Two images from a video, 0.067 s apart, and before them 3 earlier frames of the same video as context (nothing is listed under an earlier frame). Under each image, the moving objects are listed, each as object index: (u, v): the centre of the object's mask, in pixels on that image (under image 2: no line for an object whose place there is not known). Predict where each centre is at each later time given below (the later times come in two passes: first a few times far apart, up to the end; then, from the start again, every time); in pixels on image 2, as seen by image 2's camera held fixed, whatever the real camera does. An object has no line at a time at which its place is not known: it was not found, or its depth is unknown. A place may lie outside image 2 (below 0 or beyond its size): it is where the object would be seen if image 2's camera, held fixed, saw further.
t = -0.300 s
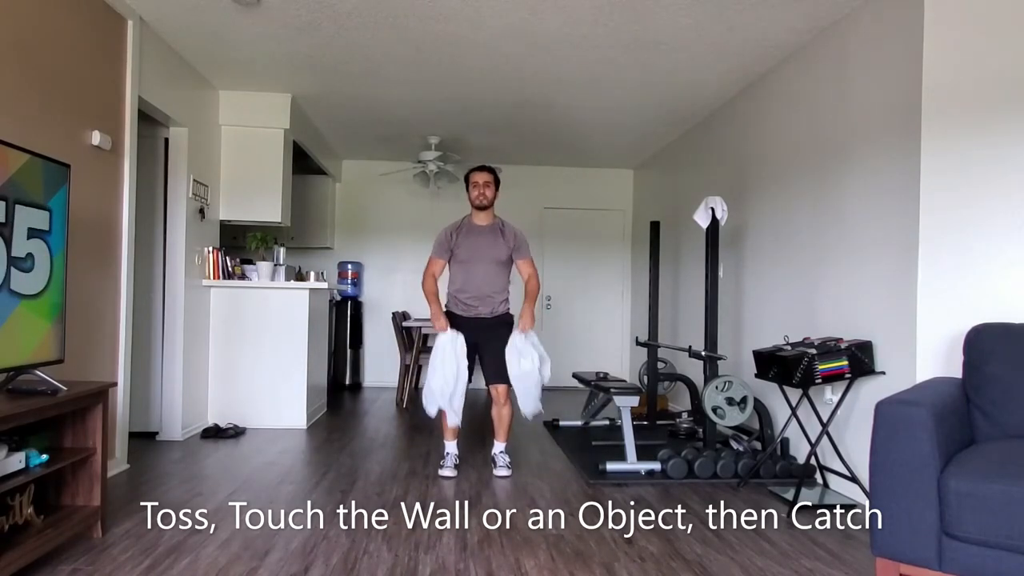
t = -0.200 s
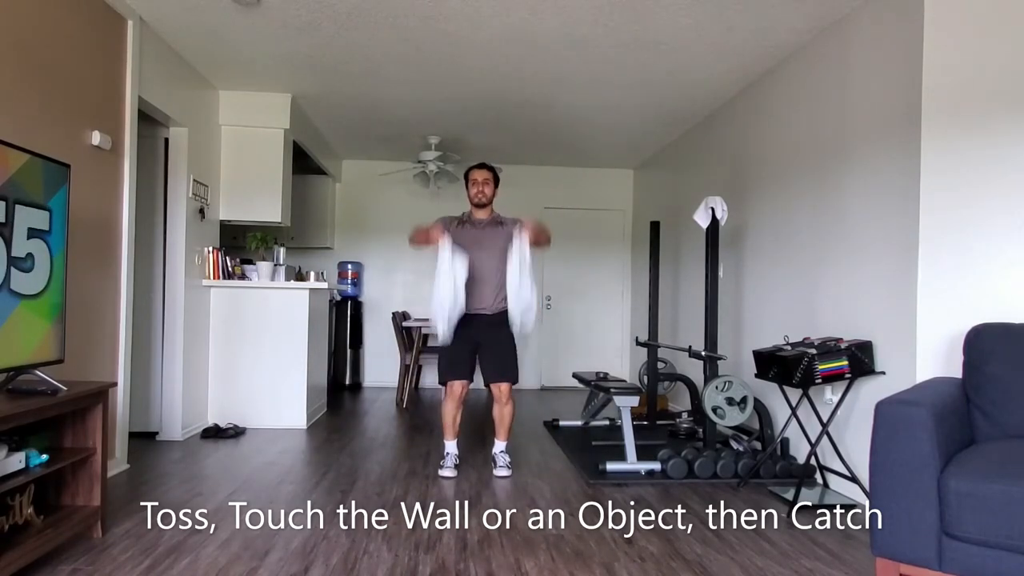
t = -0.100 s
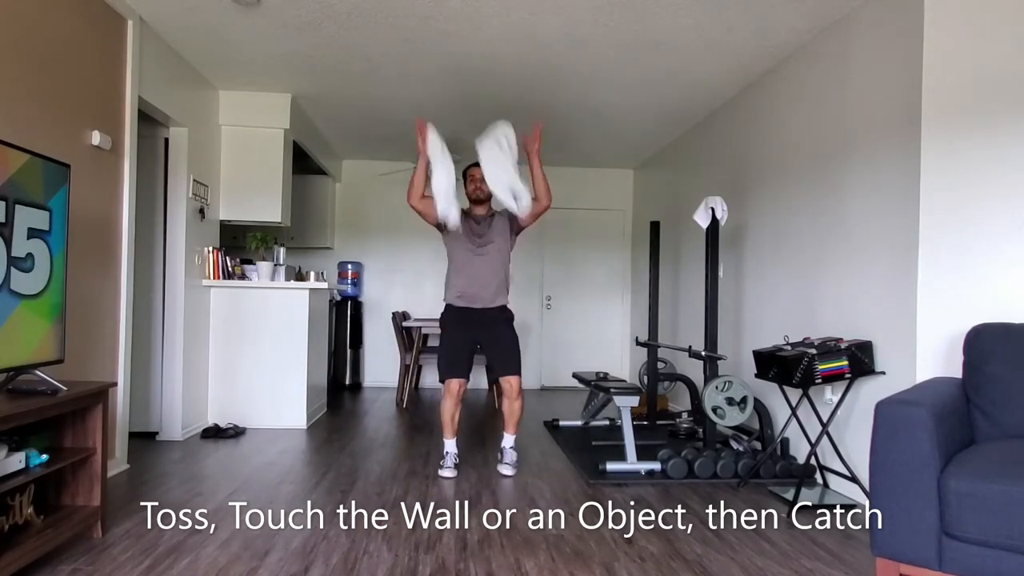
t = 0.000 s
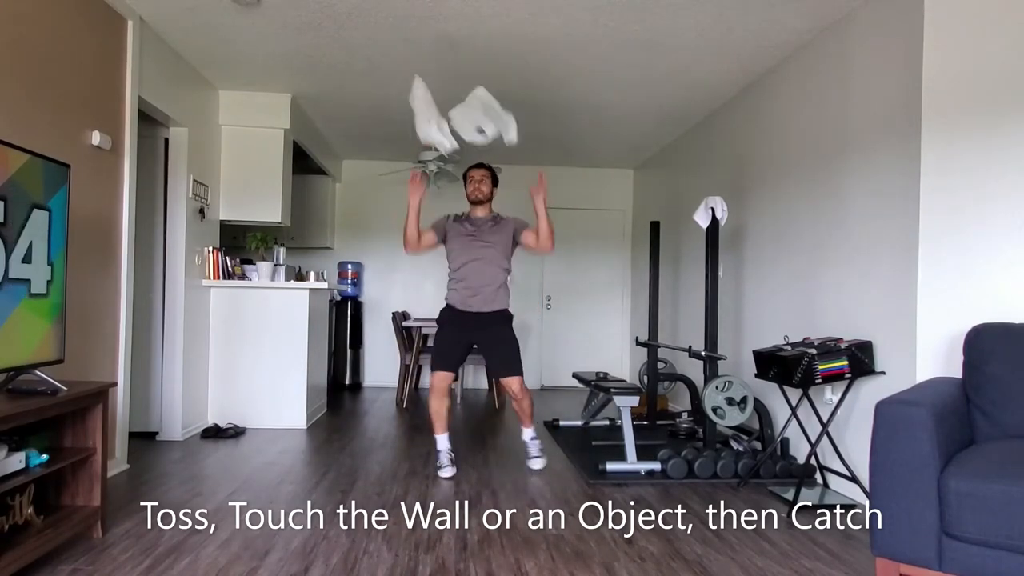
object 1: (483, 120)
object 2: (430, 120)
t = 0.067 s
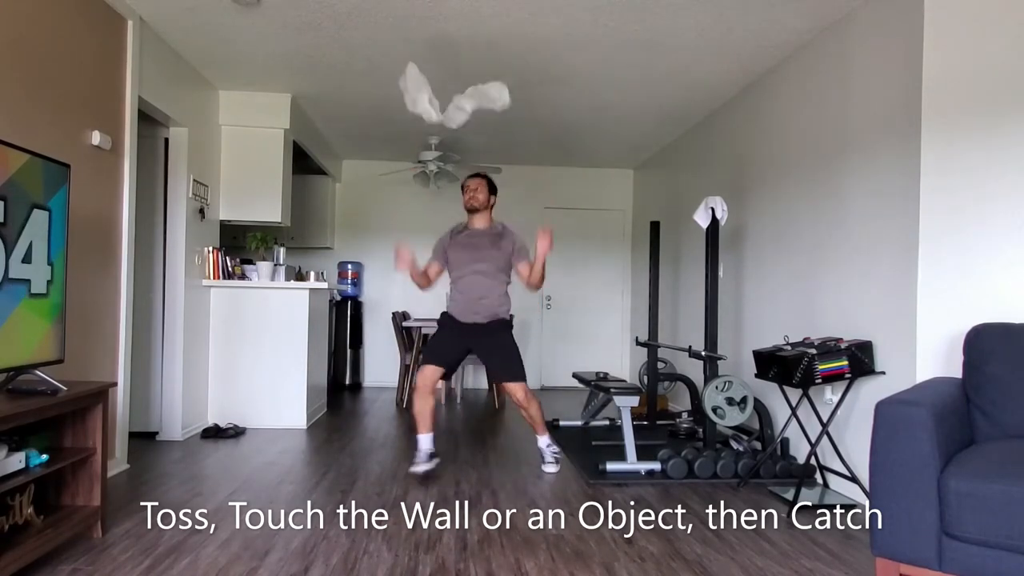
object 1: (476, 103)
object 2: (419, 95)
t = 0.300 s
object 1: (450, 117)
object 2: (395, 70)
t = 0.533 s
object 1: (451, 171)
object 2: (381, 98)
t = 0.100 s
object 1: (470, 99)
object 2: (415, 87)
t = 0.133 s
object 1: (464, 100)
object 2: (411, 81)
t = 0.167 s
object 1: (460, 102)
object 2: (407, 76)
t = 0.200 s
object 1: (457, 104)
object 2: (404, 74)
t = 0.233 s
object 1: (454, 107)
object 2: (401, 71)
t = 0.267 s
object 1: (452, 112)
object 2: (398, 70)
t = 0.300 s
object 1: (450, 117)
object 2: (395, 70)
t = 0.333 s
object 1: (450, 123)
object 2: (392, 72)
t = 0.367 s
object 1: (449, 130)
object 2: (389, 74)
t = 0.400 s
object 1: (449, 138)
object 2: (387, 77)
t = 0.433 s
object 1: (449, 145)
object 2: (386, 81)
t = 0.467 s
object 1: (450, 154)
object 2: (384, 86)
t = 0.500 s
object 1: (451, 162)
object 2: (382, 92)
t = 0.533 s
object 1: (451, 171)
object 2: (381, 98)
